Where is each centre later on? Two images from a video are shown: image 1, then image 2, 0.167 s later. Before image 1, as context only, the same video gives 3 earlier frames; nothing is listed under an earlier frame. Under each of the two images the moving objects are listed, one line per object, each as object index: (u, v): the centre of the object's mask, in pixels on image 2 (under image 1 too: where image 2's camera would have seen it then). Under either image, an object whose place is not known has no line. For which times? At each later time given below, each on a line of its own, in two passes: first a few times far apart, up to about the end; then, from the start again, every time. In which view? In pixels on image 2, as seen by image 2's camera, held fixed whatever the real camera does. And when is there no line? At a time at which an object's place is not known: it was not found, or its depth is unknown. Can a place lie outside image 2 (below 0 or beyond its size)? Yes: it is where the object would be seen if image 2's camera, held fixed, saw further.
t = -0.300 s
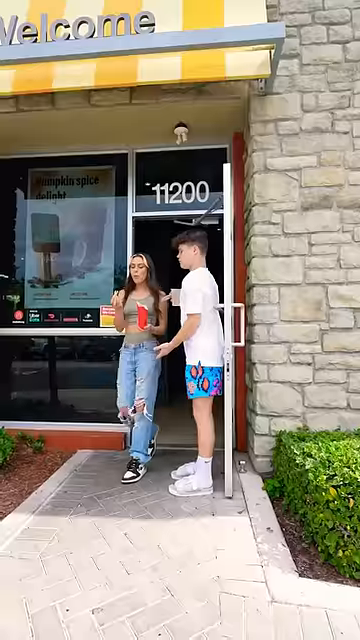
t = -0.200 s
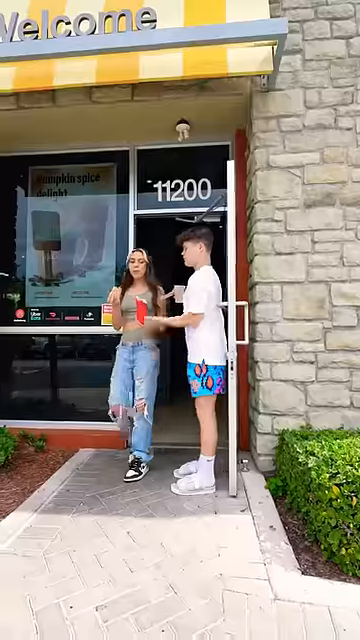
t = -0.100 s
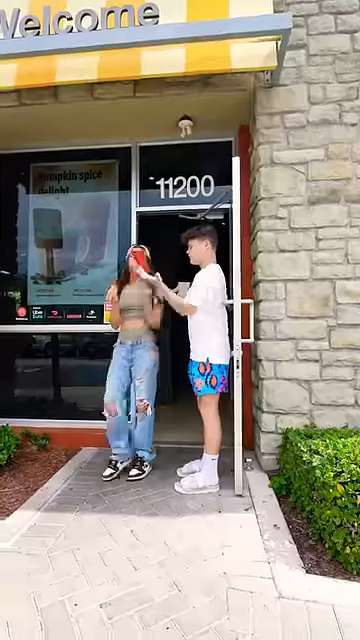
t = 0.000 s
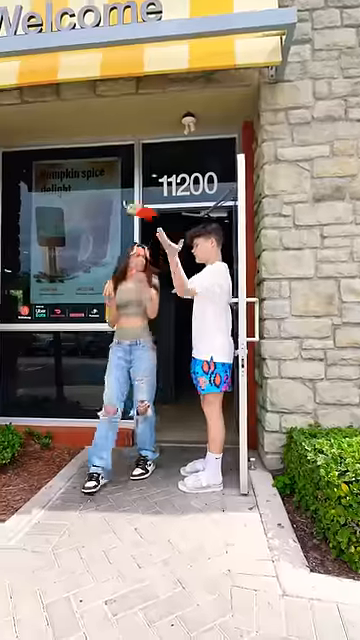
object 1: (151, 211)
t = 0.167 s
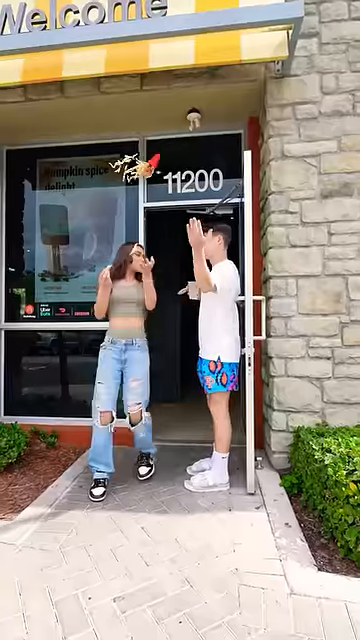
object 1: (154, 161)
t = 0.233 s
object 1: (153, 153)
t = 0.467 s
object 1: (152, 177)
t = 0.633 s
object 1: (153, 236)
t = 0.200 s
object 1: (154, 156)
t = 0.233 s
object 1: (153, 153)
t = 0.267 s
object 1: (153, 151)
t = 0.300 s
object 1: (153, 151)
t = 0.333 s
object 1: (153, 153)
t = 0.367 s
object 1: (153, 159)
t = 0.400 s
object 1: (153, 164)
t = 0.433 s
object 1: (153, 173)
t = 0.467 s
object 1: (152, 177)
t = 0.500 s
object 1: (153, 187)
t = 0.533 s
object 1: (152, 197)
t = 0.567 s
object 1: (153, 210)
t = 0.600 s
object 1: (153, 222)
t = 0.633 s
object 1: (153, 236)
